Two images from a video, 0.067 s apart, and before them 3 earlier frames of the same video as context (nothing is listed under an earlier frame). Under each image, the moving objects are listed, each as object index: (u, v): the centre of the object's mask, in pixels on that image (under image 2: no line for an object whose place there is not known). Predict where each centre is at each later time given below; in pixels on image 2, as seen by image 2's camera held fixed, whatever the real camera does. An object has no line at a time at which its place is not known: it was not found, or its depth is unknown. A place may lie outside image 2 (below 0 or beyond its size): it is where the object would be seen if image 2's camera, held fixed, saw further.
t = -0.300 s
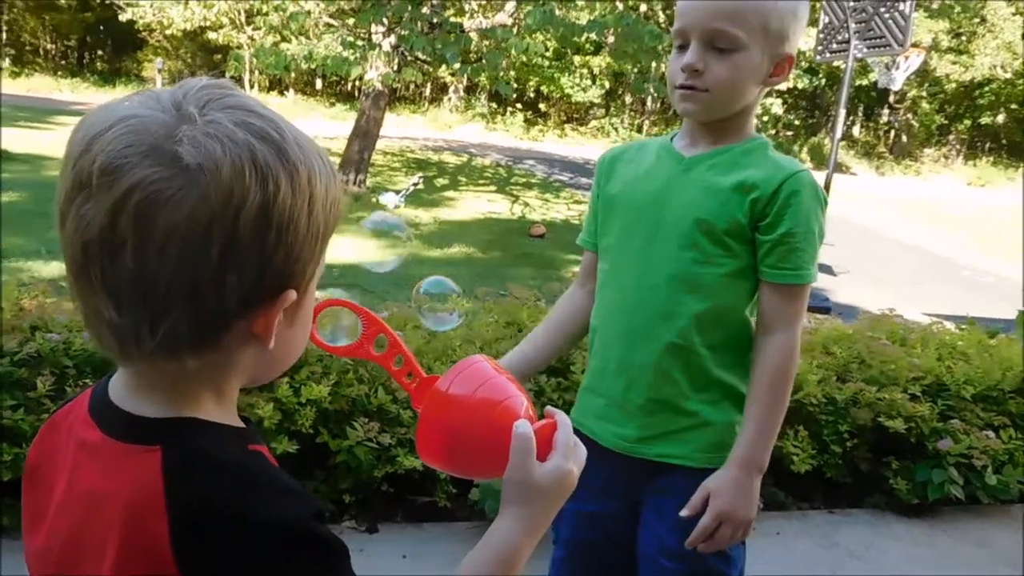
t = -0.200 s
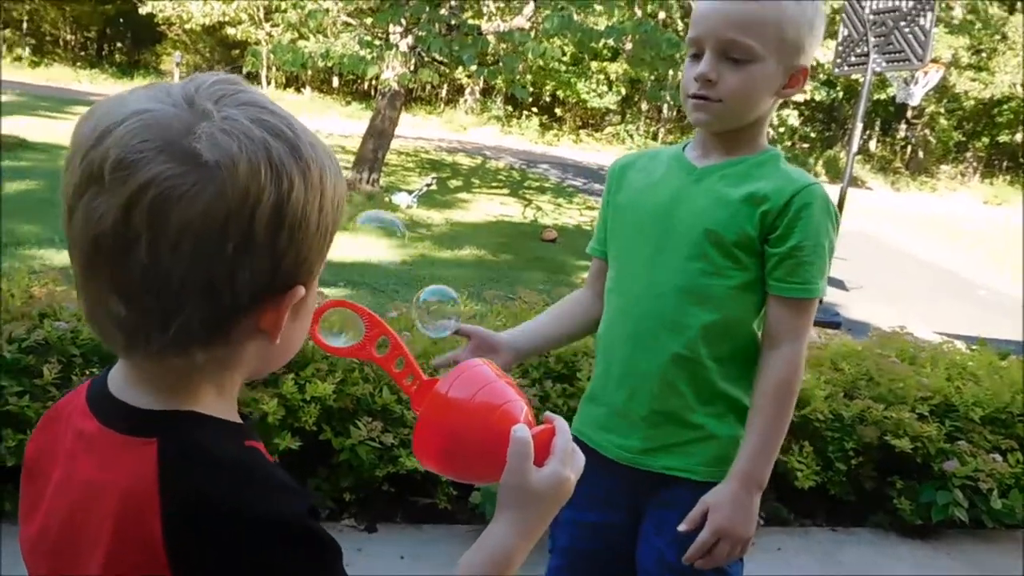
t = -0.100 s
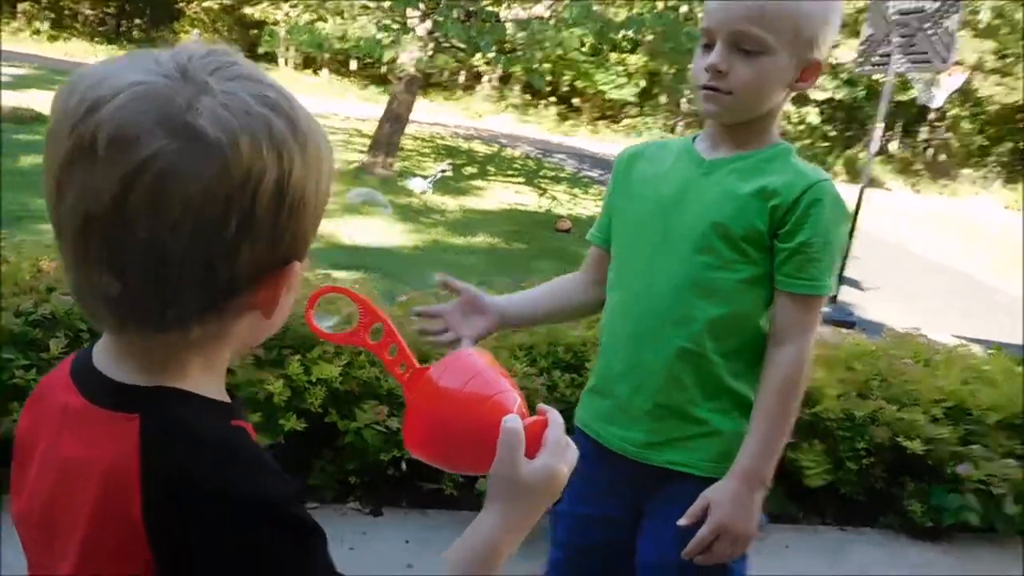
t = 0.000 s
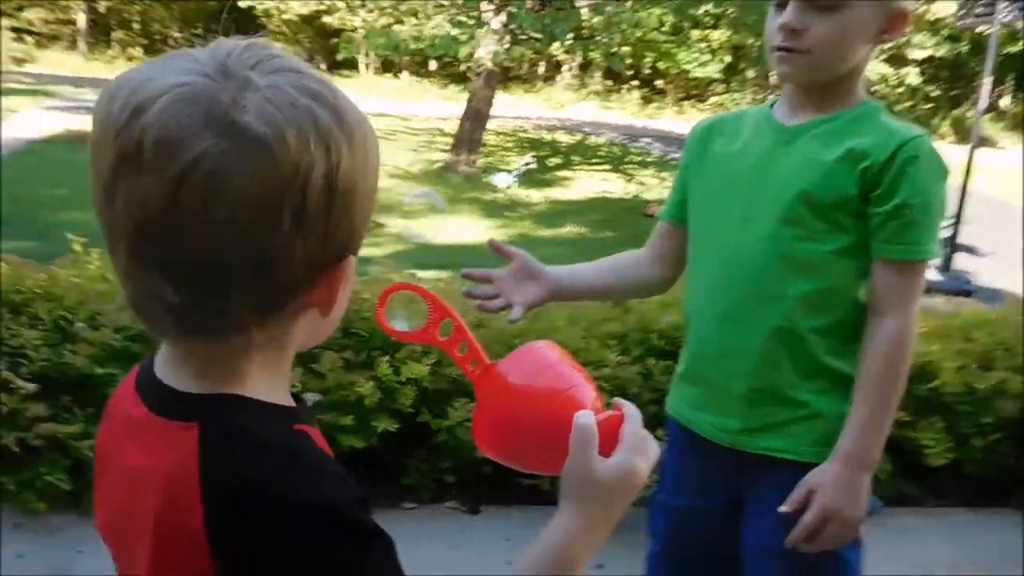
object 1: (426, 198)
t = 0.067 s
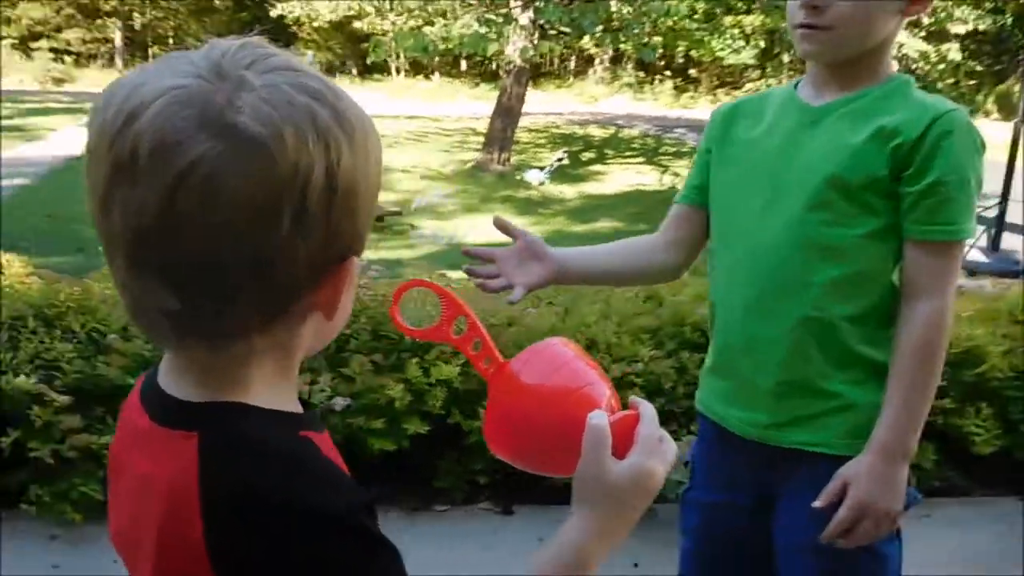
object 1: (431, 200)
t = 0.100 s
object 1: (421, 204)
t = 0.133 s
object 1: (409, 209)
